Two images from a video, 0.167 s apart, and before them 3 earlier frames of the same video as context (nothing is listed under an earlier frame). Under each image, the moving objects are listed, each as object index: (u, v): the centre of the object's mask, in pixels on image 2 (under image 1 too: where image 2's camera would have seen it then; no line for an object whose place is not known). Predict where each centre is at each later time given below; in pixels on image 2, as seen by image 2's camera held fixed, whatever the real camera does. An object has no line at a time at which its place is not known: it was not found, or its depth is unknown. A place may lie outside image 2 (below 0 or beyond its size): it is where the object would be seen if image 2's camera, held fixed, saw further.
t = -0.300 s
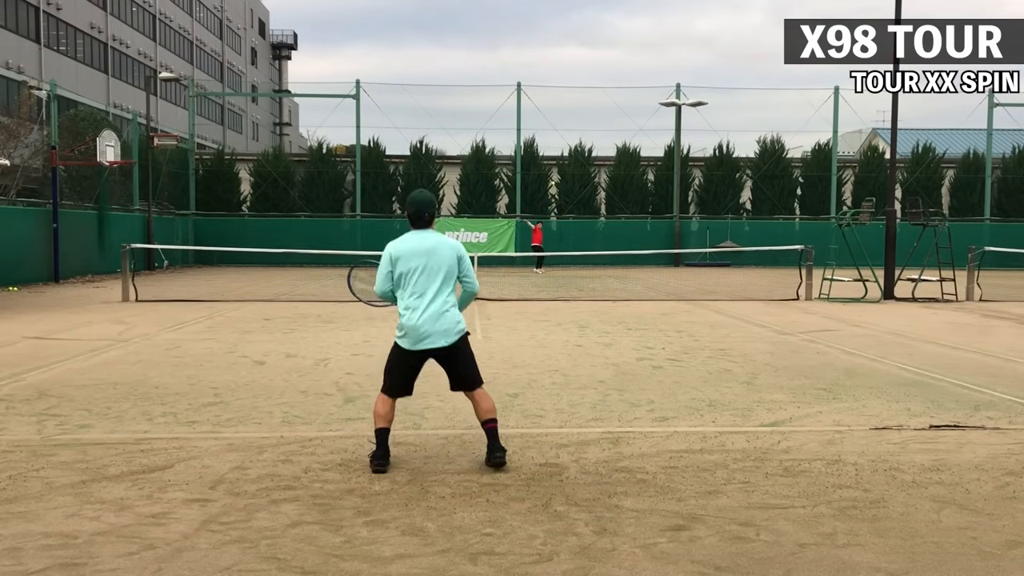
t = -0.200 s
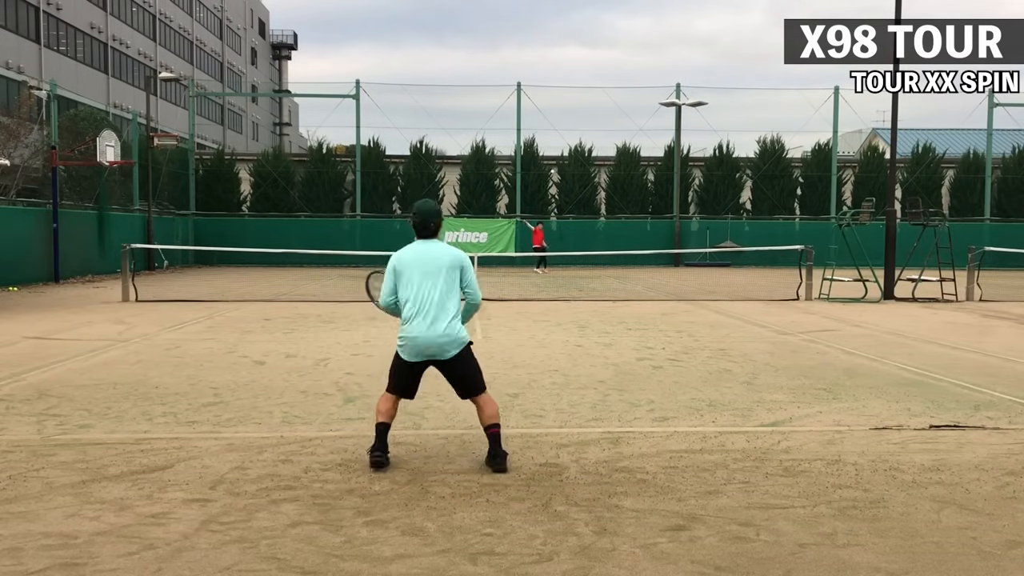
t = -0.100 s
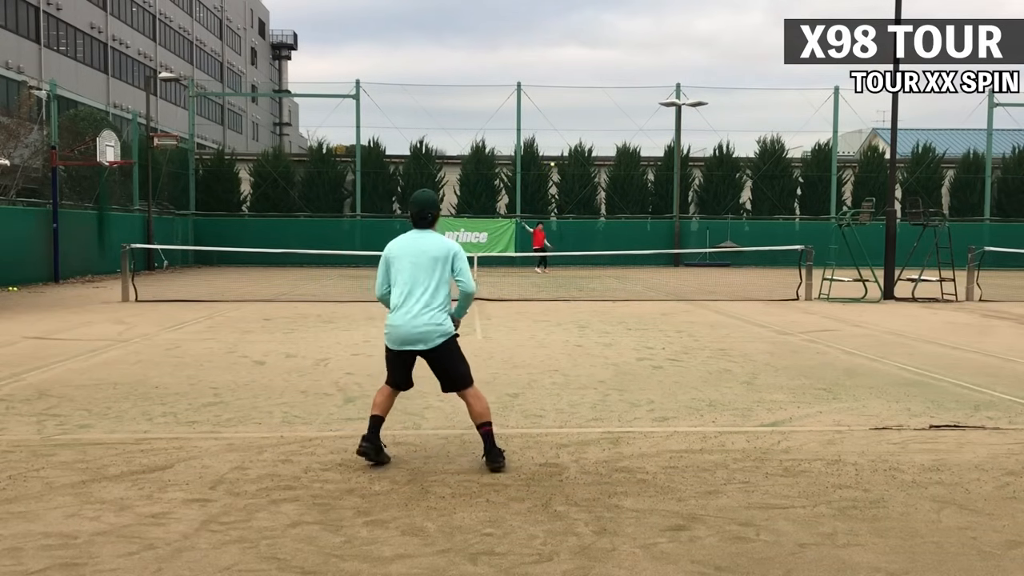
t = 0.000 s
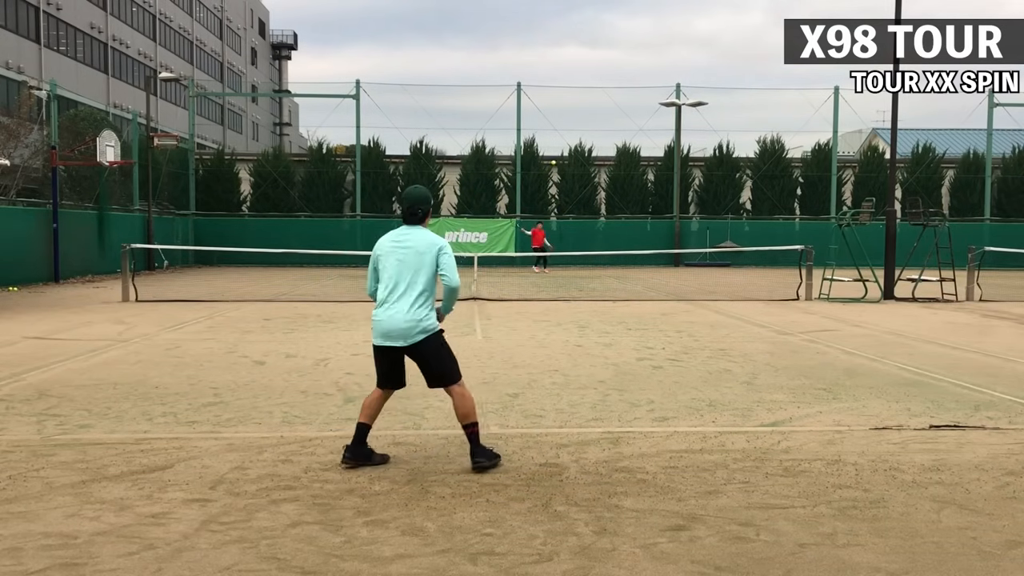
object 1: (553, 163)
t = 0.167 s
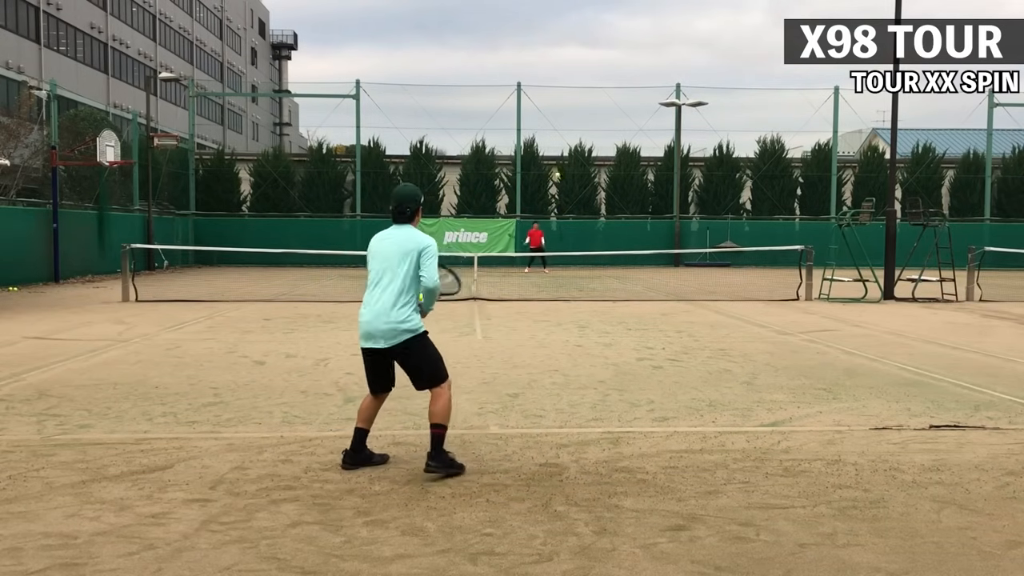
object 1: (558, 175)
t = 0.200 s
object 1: (559, 180)
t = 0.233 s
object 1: (560, 186)
